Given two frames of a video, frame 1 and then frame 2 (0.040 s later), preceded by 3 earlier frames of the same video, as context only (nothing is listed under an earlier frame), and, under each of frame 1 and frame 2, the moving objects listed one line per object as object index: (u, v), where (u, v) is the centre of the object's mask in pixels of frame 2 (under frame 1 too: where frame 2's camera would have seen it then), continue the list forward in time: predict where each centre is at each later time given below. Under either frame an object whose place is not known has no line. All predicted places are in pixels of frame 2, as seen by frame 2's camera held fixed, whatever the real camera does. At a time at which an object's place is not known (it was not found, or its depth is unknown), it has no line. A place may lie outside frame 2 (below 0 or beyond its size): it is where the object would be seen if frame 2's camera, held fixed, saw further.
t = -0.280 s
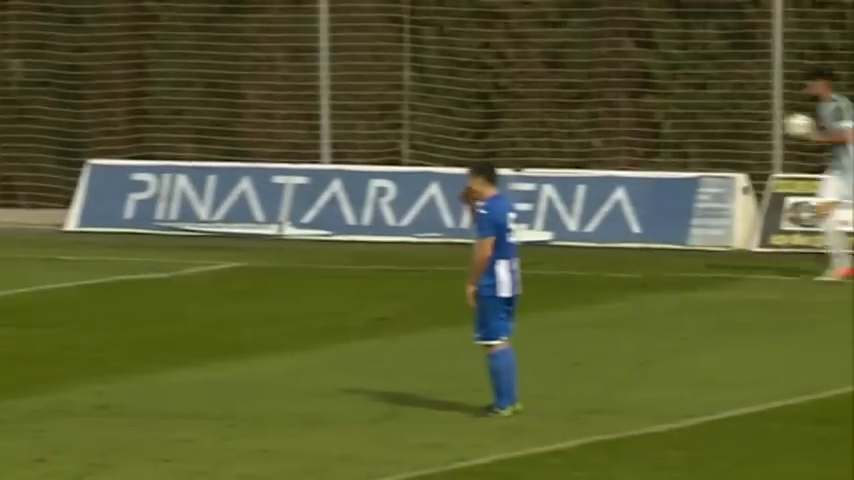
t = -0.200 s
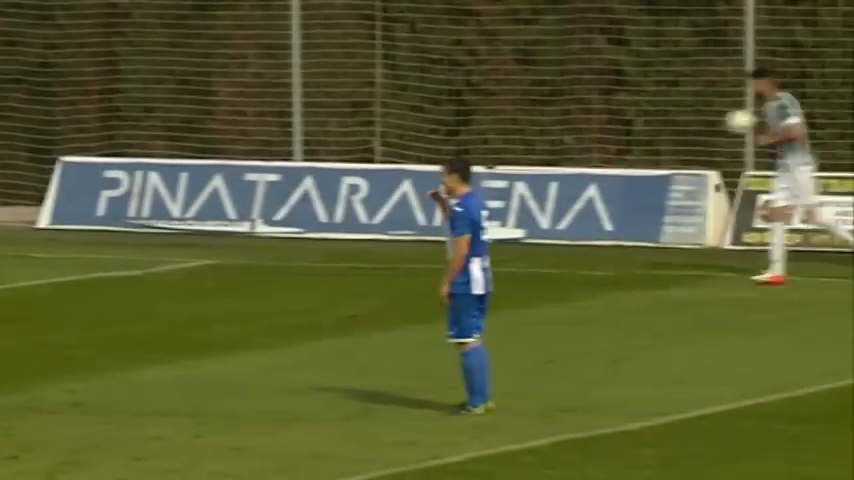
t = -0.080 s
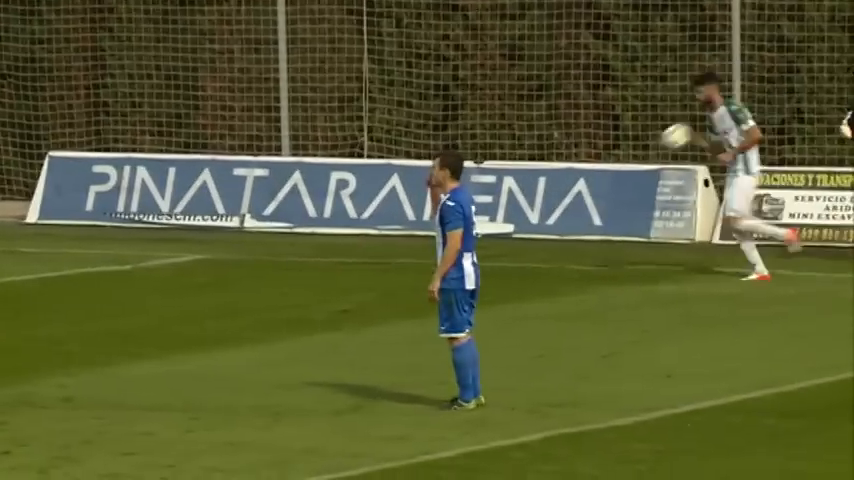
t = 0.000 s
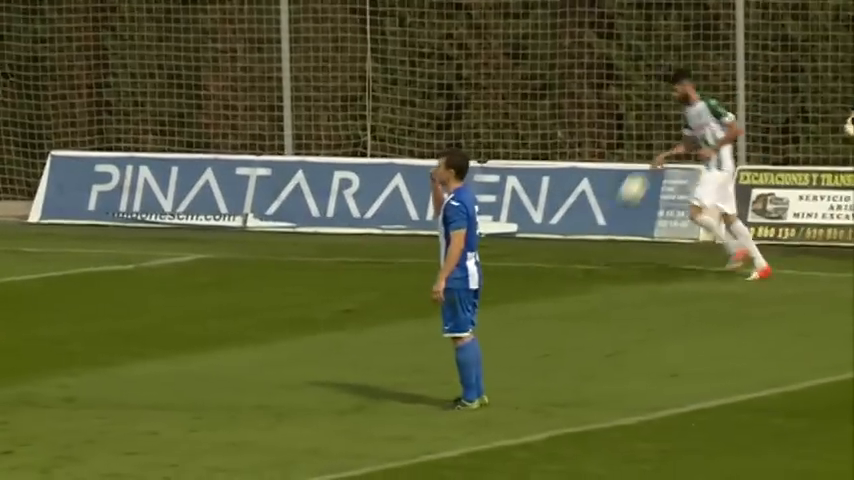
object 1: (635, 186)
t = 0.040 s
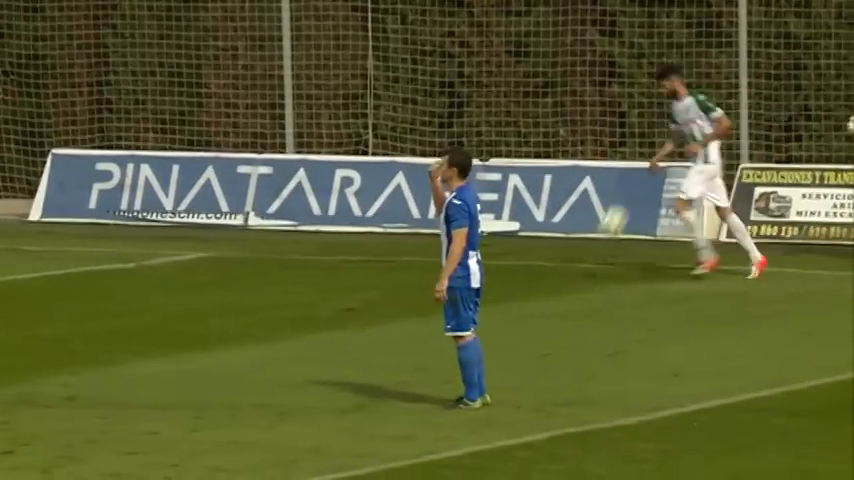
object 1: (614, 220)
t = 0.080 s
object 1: (590, 258)
